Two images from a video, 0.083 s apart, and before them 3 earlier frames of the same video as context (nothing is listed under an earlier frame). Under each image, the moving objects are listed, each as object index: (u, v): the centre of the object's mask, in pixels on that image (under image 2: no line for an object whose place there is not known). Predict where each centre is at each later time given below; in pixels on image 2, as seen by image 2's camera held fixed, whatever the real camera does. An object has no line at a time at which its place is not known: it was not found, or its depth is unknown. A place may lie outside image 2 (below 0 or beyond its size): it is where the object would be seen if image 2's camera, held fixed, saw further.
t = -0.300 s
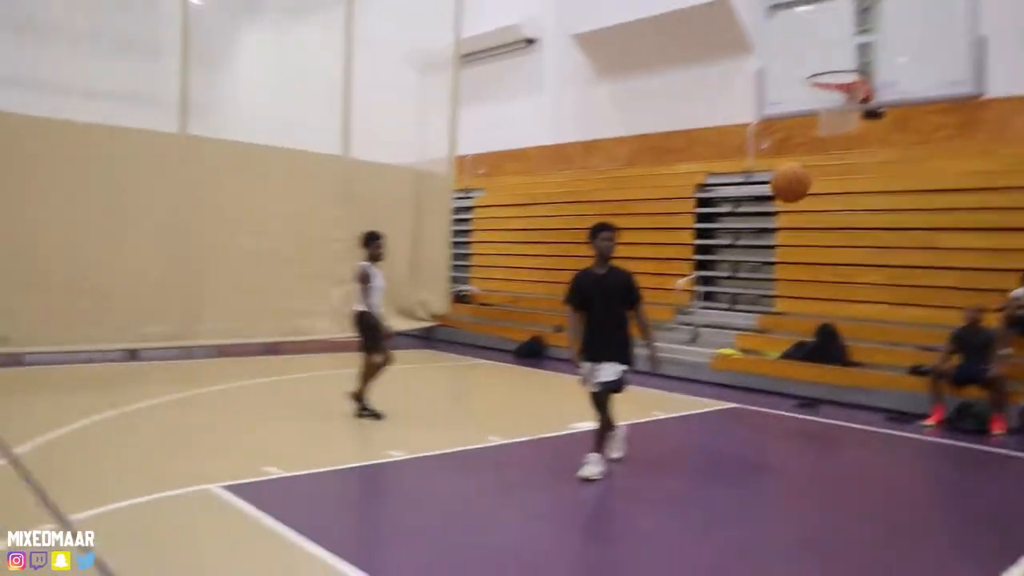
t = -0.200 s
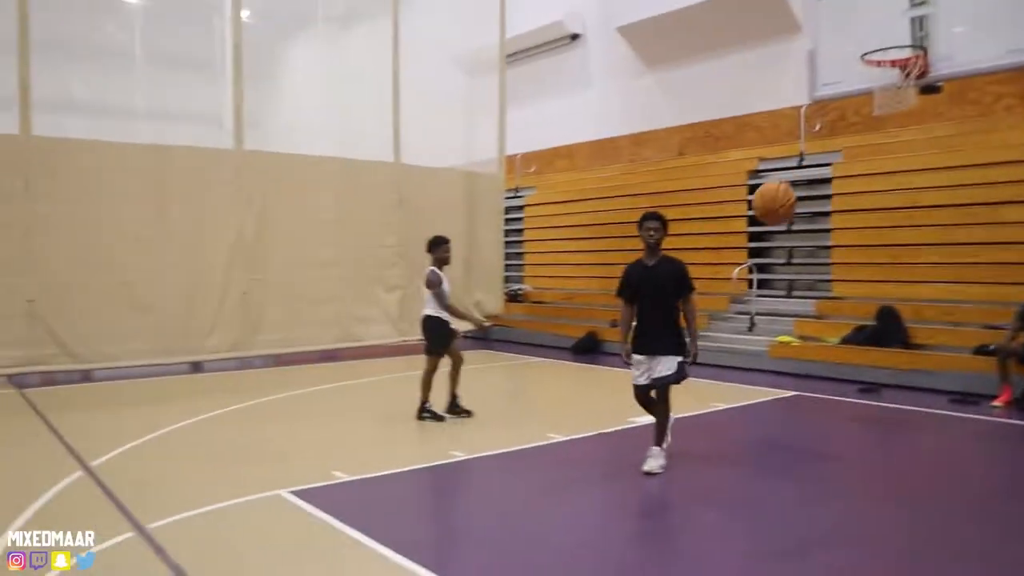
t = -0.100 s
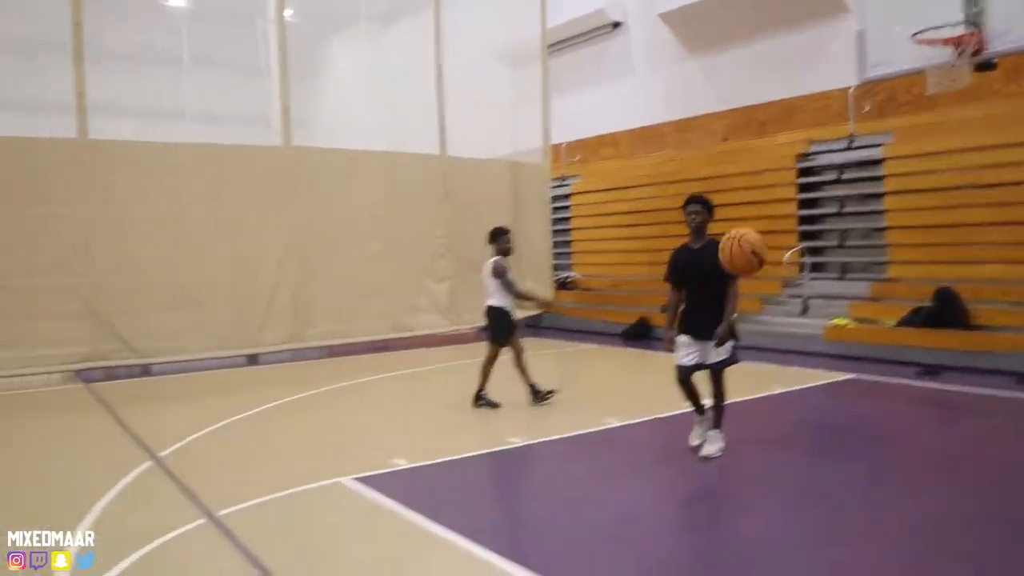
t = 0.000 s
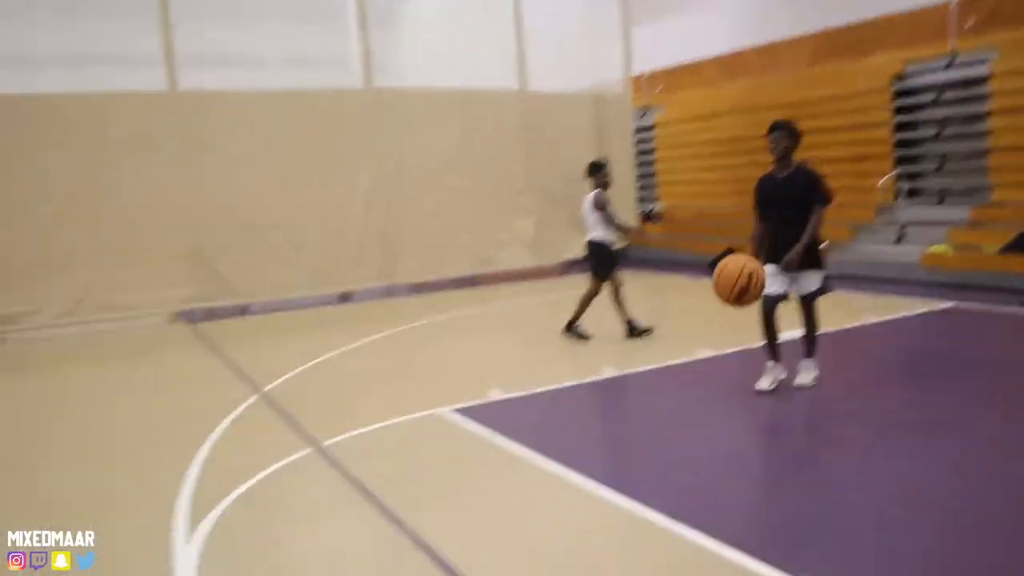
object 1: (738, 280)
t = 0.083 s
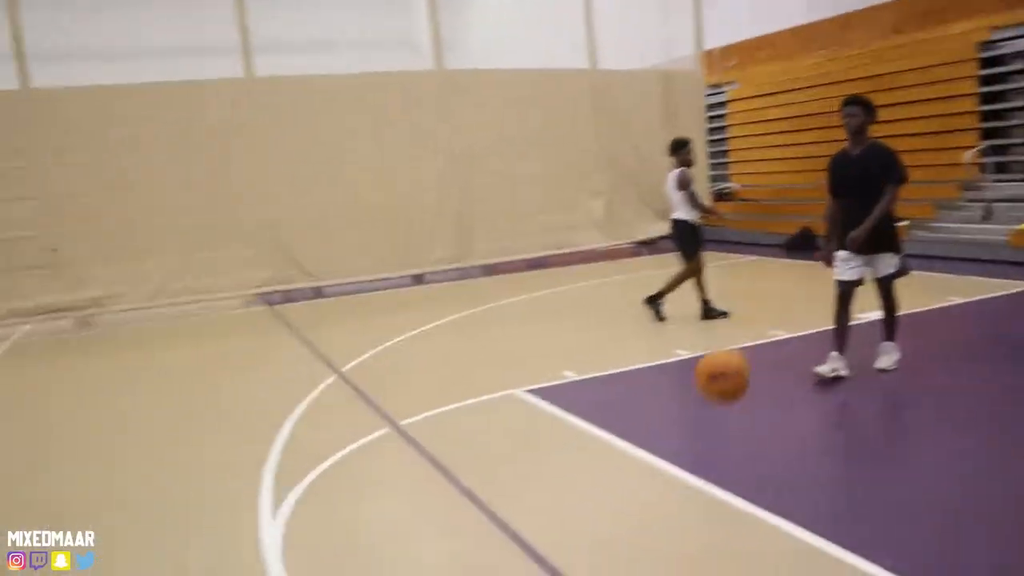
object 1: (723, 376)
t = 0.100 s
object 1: (707, 398)
